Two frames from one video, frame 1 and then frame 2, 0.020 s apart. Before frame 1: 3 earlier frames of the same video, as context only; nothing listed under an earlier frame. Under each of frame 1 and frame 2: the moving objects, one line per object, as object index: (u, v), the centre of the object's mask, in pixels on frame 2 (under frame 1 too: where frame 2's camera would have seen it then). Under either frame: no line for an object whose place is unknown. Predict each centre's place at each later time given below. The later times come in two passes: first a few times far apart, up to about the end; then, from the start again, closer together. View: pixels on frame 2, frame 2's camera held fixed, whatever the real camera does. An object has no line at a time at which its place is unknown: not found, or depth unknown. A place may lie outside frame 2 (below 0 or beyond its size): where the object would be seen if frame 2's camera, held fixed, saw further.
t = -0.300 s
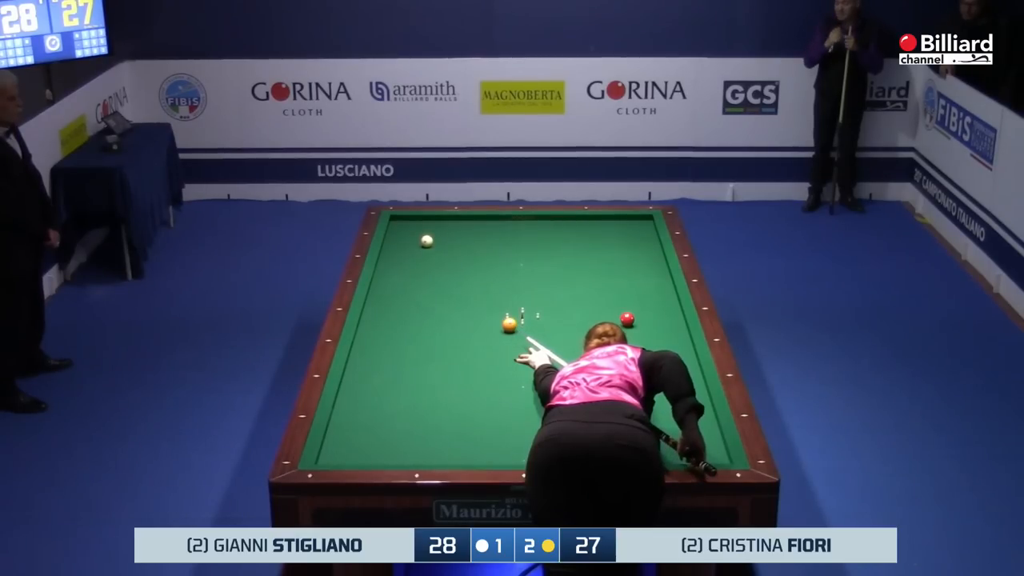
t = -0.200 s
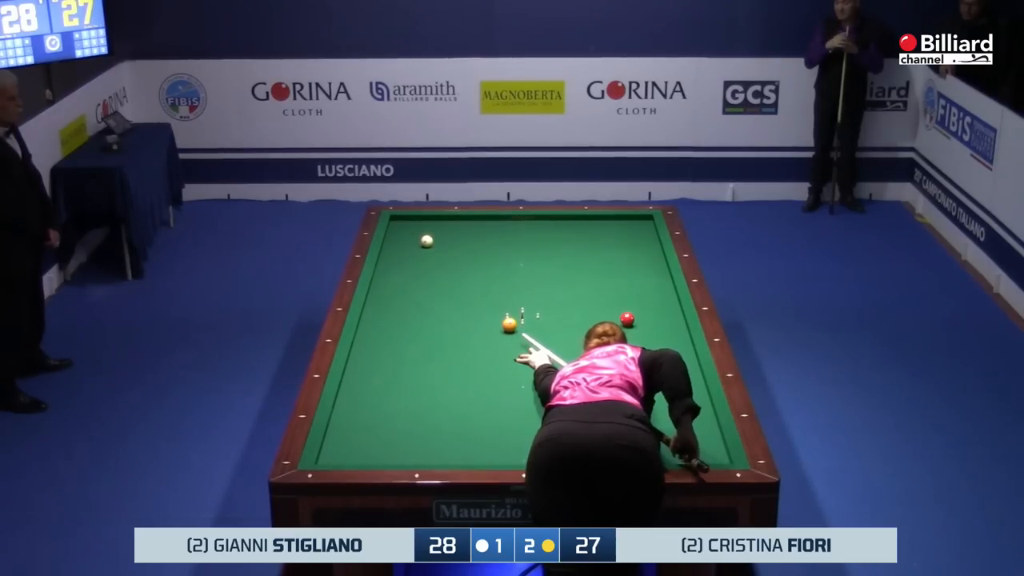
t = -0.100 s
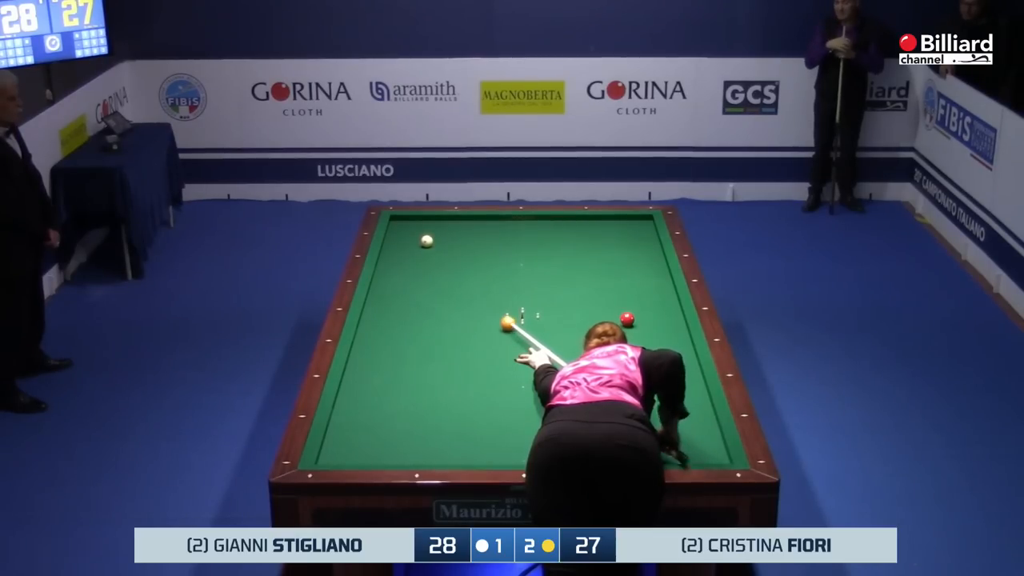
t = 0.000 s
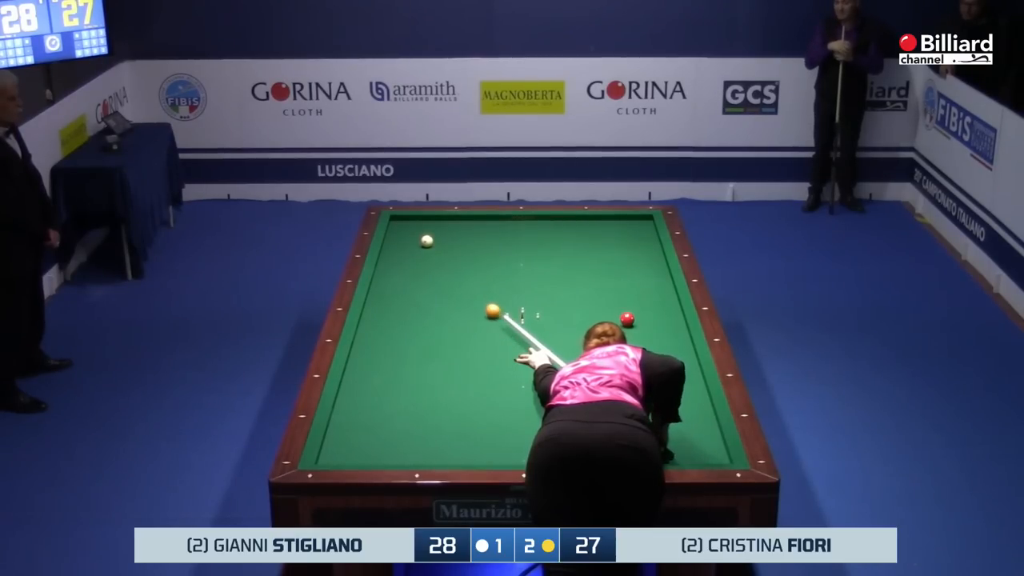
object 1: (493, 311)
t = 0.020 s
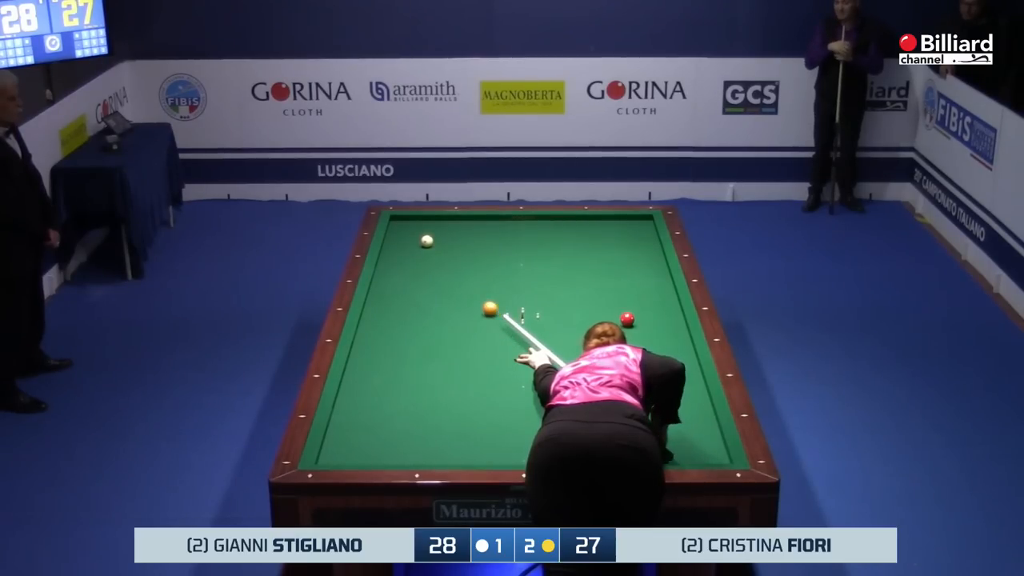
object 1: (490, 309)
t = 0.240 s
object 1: (461, 285)
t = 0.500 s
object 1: (430, 259)
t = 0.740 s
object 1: (405, 238)
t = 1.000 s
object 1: (404, 218)
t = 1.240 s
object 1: (416, 227)
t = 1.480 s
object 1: (429, 233)
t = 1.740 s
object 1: (446, 241)
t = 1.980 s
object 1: (463, 244)
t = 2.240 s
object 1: (481, 248)
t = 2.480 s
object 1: (497, 251)
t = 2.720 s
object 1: (513, 255)
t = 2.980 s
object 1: (530, 258)
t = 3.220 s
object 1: (545, 262)
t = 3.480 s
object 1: (562, 265)
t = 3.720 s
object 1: (577, 268)
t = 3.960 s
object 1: (591, 272)
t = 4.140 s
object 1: (600, 273)
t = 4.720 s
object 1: (640, 284)
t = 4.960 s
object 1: (650, 284)
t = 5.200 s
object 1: (663, 287)
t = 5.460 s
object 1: (666, 289)
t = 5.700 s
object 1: (660, 290)
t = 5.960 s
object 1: (653, 292)
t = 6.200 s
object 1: (648, 294)
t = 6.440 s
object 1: (643, 295)
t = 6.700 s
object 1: (638, 297)
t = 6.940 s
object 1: (635, 298)
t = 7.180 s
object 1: (631, 299)
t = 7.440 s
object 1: (628, 300)
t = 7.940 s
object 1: (624, 301)
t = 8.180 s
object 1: (622, 301)
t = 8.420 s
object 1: (621, 302)
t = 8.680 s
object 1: (620, 302)
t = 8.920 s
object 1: (620, 303)
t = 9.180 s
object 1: (620, 303)
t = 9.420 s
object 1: (620, 303)
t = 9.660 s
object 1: (620, 303)
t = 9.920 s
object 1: (620, 303)
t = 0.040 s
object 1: (487, 307)
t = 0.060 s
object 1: (484, 304)
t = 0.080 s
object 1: (482, 302)
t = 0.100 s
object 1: (479, 300)
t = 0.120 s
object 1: (476, 297)
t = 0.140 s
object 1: (473, 295)
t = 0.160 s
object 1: (471, 293)
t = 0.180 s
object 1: (468, 291)
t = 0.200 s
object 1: (466, 289)
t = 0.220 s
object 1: (463, 287)
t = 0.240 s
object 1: (461, 285)
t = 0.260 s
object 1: (458, 283)
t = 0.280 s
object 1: (456, 281)
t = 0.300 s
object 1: (453, 279)
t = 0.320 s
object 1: (451, 277)
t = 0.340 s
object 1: (448, 275)
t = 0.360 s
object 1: (446, 272)
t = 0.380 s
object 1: (443, 270)
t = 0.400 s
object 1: (441, 268)
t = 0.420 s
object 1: (439, 266)
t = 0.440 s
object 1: (436, 264)
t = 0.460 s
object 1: (434, 263)
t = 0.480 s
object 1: (432, 261)
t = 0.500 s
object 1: (430, 259)
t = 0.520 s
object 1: (428, 257)
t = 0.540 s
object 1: (425, 255)
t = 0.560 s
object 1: (423, 253)
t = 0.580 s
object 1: (421, 252)
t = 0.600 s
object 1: (419, 250)
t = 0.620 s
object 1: (417, 248)
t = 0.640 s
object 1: (415, 246)
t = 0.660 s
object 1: (413, 245)
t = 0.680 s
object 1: (411, 243)
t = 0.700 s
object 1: (409, 241)
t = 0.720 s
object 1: (407, 239)
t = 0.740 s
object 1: (405, 238)
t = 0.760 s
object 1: (403, 236)
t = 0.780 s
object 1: (401, 234)
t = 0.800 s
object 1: (399, 233)
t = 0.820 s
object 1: (397, 231)
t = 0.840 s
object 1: (395, 229)
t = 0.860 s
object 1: (393, 228)
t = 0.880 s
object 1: (392, 226)
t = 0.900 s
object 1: (394, 225)
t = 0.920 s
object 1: (396, 224)
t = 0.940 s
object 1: (399, 222)
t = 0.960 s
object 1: (401, 221)
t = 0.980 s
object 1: (402, 220)
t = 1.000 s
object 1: (404, 218)
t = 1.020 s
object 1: (406, 217)
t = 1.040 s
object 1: (407, 218)
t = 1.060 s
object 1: (408, 219)
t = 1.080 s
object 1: (409, 220)
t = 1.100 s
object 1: (410, 221)
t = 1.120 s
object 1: (410, 222)
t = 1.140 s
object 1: (411, 223)
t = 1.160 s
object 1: (412, 224)
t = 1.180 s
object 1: (414, 225)
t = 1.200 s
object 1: (415, 225)
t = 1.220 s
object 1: (415, 226)
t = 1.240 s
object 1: (416, 227)
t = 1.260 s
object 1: (417, 228)
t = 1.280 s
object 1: (418, 228)
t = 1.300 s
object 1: (419, 229)
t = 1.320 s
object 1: (420, 230)
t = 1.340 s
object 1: (421, 230)
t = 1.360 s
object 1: (422, 231)
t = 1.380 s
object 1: (423, 231)
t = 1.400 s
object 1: (424, 232)
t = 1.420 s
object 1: (425, 232)
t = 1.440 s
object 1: (427, 232)
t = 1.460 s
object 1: (428, 233)
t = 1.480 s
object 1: (429, 233)
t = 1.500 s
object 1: (431, 235)
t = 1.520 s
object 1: (433, 236)
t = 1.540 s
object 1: (434, 237)
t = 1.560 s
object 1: (435, 237)
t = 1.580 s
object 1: (436, 238)
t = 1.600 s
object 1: (437, 238)
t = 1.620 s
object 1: (438, 239)
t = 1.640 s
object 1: (440, 239)
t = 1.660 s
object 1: (441, 239)
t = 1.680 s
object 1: (442, 240)
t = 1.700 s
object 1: (443, 240)
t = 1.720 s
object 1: (445, 240)
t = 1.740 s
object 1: (446, 241)
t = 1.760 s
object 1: (448, 241)
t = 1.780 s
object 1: (449, 241)
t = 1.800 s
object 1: (451, 241)
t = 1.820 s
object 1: (452, 242)
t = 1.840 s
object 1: (454, 242)
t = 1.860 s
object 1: (455, 242)
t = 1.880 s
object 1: (456, 243)
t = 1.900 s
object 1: (458, 243)
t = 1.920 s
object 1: (459, 243)
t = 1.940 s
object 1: (460, 244)
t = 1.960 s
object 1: (462, 244)
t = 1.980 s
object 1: (463, 244)
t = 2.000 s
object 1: (464, 244)
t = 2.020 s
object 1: (466, 245)
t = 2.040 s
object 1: (467, 245)
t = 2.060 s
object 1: (469, 245)
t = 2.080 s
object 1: (470, 245)
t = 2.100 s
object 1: (471, 246)
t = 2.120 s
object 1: (473, 246)
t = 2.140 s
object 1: (474, 246)
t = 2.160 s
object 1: (475, 247)
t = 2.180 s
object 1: (477, 247)
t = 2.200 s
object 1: (478, 247)
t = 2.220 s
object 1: (479, 248)
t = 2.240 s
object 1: (481, 248)
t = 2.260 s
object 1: (482, 248)
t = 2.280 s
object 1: (483, 248)
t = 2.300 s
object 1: (485, 249)
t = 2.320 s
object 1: (486, 249)
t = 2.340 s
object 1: (487, 249)
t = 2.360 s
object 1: (489, 249)
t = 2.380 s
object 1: (490, 250)
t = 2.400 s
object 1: (491, 250)
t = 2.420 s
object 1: (493, 250)
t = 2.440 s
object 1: (494, 251)
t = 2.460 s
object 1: (495, 251)
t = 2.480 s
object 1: (497, 251)
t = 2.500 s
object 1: (498, 252)
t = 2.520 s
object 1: (499, 252)
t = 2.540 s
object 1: (501, 252)
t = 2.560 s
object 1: (502, 252)
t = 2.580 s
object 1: (503, 252)
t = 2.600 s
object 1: (505, 253)
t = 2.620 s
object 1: (506, 253)
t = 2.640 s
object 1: (507, 253)
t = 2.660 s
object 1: (509, 254)
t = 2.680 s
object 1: (510, 254)
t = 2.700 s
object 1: (511, 254)
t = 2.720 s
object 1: (513, 255)
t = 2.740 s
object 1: (514, 255)
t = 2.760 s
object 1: (515, 255)
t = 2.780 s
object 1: (517, 256)
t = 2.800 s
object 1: (518, 256)
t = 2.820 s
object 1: (519, 256)
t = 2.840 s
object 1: (521, 256)
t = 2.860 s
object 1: (522, 257)
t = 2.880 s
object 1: (523, 257)
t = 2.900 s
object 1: (525, 257)
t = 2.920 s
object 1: (526, 258)
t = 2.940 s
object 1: (527, 258)
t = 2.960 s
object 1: (529, 258)
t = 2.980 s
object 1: (530, 258)
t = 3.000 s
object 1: (531, 259)
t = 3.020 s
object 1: (532, 259)
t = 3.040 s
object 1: (534, 259)
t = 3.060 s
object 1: (535, 260)
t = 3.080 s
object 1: (536, 260)
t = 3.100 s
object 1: (538, 260)
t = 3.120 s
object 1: (539, 260)
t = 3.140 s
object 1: (540, 261)
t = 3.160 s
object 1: (542, 261)
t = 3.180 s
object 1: (543, 261)
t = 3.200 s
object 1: (544, 261)
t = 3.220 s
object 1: (545, 262)
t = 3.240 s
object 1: (547, 262)
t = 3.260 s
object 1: (548, 262)
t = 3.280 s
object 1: (549, 262)
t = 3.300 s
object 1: (550, 263)
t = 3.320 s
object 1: (552, 263)
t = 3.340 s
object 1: (553, 263)
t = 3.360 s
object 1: (554, 264)
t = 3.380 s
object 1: (555, 264)
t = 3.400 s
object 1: (557, 264)
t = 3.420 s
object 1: (558, 264)
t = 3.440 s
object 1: (559, 265)
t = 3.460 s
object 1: (560, 265)
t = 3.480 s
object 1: (562, 265)
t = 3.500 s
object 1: (563, 266)
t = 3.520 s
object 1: (564, 266)
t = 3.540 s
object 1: (566, 266)
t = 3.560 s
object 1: (567, 266)
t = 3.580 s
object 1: (568, 267)
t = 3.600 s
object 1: (569, 267)
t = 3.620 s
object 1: (570, 267)
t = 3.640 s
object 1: (572, 267)
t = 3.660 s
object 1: (573, 268)
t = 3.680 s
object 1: (574, 268)
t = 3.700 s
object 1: (575, 268)
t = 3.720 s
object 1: (577, 268)
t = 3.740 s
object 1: (578, 269)
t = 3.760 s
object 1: (579, 269)
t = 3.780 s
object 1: (580, 269)
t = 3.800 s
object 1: (581, 269)
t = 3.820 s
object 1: (583, 270)
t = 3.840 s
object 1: (584, 270)
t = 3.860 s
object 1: (585, 270)
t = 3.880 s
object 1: (586, 271)
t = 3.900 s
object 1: (588, 271)
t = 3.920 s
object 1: (589, 271)
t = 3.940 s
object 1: (590, 271)
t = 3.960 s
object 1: (591, 272)
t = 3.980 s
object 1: (592, 272)
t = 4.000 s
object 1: (593, 272)
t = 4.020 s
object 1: (595, 272)
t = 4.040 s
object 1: (596, 273)
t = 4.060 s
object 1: (597, 273)
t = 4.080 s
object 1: (598, 273)
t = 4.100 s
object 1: (599, 273)
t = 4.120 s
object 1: (600, 273)
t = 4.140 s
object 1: (600, 273)
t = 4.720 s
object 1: (640, 284)
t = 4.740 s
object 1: (641, 283)
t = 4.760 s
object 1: (641, 283)
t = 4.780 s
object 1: (641, 283)
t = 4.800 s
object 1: (642, 283)
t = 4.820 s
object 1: (643, 283)
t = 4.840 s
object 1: (643, 283)
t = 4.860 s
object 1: (644, 283)
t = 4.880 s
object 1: (645, 283)
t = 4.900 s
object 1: (646, 283)
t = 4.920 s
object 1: (647, 283)
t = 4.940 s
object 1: (648, 284)
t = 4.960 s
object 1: (650, 284)
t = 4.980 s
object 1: (651, 284)
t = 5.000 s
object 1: (652, 284)
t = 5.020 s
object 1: (653, 284)
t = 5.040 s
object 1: (654, 285)
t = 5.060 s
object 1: (655, 285)
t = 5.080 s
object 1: (656, 285)
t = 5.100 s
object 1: (657, 285)
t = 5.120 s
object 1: (659, 286)
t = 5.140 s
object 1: (660, 286)
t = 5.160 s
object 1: (660, 286)
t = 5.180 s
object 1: (662, 287)
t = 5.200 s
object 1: (663, 287)
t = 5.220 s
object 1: (664, 287)
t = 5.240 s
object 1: (665, 287)
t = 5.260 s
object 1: (666, 287)
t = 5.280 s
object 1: (667, 288)
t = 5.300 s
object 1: (668, 288)
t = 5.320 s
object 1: (669, 288)
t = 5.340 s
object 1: (669, 288)
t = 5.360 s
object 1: (668, 288)
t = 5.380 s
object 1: (668, 288)
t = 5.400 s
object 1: (667, 289)
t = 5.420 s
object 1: (667, 289)
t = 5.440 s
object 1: (666, 289)
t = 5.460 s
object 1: (666, 289)
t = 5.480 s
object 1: (665, 289)
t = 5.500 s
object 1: (665, 289)
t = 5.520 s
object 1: (664, 289)
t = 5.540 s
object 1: (664, 289)
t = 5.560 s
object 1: (663, 290)
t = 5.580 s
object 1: (663, 290)
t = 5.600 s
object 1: (662, 290)
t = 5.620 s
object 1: (661, 290)
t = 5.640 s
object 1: (661, 290)
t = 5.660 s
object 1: (661, 290)
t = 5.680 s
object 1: (660, 290)
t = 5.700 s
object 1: (660, 290)
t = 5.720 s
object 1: (659, 291)
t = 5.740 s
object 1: (659, 291)
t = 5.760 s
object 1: (658, 291)
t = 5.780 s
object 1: (658, 291)
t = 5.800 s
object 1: (657, 291)
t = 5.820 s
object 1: (657, 291)
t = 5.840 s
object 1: (656, 292)
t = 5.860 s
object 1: (656, 292)
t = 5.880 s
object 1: (655, 292)
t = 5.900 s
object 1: (655, 292)
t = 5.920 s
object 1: (654, 292)
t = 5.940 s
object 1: (654, 292)
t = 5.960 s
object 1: (653, 292)
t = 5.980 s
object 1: (653, 292)
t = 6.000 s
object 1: (652, 293)
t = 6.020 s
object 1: (652, 293)
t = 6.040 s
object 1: (652, 293)
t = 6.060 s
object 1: (651, 293)
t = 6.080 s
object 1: (651, 293)
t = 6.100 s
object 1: (650, 293)
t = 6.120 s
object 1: (650, 293)
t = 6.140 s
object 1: (649, 293)
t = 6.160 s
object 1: (649, 294)
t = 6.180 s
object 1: (648, 294)
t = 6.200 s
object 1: (648, 294)
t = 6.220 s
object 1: (647, 294)
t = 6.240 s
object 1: (647, 294)
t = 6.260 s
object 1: (647, 294)
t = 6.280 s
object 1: (646, 294)
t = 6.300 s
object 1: (646, 294)
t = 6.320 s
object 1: (646, 295)
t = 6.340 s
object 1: (645, 295)
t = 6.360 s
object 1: (645, 295)
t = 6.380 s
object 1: (644, 295)
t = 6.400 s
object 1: (644, 295)
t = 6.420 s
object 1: (644, 295)
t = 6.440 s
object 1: (643, 295)
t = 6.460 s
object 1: (643, 295)
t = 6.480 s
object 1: (642, 295)
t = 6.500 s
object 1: (642, 295)
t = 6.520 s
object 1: (642, 295)
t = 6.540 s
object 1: (641, 296)
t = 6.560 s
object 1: (641, 296)
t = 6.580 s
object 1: (640, 296)
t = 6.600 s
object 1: (640, 296)
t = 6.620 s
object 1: (640, 296)
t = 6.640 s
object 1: (639, 296)
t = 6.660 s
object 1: (639, 296)
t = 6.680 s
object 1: (639, 296)
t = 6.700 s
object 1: (638, 297)
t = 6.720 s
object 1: (638, 297)
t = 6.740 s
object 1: (638, 297)
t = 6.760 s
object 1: (637, 297)
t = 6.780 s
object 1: (637, 297)
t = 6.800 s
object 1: (637, 297)
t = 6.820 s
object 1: (636, 297)
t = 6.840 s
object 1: (636, 297)
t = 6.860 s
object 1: (636, 297)
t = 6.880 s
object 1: (636, 297)
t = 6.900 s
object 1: (635, 297)
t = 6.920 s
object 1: (635, 298)
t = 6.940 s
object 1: (635, 298)
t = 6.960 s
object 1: (634, 298)
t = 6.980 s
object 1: (634, 298)
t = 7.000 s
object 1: (634, 298)
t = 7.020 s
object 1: (633, 298)
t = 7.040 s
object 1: (633, 298)
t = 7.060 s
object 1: (633, 298)
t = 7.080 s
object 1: (633, 298)
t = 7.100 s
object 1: (632, 298)
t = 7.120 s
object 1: (632, 299)
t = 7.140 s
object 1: (632, 299)
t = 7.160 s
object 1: (632, 299)
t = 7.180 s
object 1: (631, 299)
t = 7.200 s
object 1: (631, 299)
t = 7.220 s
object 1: (631, 299)
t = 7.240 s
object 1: (631, 299)
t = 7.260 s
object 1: (630, 299)
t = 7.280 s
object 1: (630, 299)
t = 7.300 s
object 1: (630, 299)
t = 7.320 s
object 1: (630, 299)
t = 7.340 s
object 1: (629, 299)
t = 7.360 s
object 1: (629, 300)
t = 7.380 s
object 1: (629, 300)
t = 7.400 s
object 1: (629, 300)
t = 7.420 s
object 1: (628, 300)
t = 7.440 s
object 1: (628, 300)
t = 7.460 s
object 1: (628, 300)
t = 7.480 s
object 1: (628, 300)
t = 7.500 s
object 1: (629, 300)
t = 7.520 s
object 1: (631, 300)
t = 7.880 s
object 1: (620, 298)
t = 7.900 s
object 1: (621, 300)
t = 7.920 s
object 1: (623, 300)
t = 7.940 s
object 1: (624, 301)
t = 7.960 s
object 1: (623, 300)
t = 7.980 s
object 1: (623, 300)
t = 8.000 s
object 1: (623, 301)
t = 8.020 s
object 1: (623, 301)
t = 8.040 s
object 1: (623, 301)
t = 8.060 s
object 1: (623, 301)
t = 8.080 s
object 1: (623, 301)
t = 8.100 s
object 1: (623, 301)
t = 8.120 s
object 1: (622, 301)
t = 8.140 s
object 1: (622, 301)
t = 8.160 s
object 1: (622, 301)
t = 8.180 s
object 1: (622, 301)
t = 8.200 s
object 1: (622, 301)
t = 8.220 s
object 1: (622, 302)
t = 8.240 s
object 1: (622, 302)
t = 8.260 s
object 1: (621, 302)
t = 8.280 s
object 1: (622, 302)
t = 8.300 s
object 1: (621, 302)
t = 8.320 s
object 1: (621, 302)
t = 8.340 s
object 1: (621, 302)
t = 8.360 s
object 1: (621, 302)
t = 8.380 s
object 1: (621, 302)
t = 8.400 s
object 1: (621, 302)
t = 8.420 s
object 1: (621, 302)
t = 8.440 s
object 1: (621, 302)
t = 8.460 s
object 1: (621, 302)
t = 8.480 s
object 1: (620, 302)
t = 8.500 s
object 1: (620, 302)
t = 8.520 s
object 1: (621, 302)
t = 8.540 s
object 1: (620, 302)
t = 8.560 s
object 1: (620, 302)
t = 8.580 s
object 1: (620, 302)
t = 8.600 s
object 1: (620, 302)
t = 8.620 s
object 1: (620, 302)
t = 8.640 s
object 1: (620, 302)
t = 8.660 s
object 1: (620, 302)
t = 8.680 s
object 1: (620, 302)
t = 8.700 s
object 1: (620, 303)
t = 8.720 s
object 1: (620, 303)
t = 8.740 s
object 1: (620, 303)
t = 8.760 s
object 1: (620, 303)
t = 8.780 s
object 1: (620, 303)
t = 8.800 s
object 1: (620, 303)
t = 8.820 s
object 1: (620, 303)
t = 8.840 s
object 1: (620, 303)
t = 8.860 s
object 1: (620, 303)
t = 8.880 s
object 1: (620, 303)
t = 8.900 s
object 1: (620, 303)
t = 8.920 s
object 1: (620, 303)
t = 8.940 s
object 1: (620, 303)
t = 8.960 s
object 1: (620, 303)
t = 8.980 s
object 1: (620, 303)
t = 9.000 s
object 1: (620, 303)
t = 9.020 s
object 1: (620, 303)
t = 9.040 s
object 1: (620, 303)
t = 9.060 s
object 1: (620, 303)
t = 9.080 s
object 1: (620, 303)
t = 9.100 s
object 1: (620, 303)
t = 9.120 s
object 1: (620, 303)
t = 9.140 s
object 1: (620, 303)
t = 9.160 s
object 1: (620, 303)
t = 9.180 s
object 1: (620, 303)
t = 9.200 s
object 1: (620, 303)
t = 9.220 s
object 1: (620, 303)
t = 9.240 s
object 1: (620, 303)
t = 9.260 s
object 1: (620, 303)
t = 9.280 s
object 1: (620, 303)
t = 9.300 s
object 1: (620, 303)
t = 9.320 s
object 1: (620, 303)
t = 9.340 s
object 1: (620, 303)
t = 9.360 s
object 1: (620, 303)
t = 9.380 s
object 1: (620, 303)
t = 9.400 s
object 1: (620, 303)
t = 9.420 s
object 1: (620, 303)
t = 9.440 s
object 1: (620, 303)
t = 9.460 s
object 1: (620, 303)
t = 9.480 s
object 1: (620, 303)
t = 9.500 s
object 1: (620, 303)
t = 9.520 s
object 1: (620, 303)
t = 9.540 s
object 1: (620, 303)
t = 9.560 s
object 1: (620, 303)
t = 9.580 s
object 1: (620, 303)
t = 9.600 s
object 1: (620, 303)
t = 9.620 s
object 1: (620, 302)
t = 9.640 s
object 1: (620, 303)
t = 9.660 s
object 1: (620, 303)
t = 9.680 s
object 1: (620, 303)
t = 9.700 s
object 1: (620, 303)
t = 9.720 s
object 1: (620, 302)
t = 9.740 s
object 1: (620, 303)
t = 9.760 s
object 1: (620, 303)
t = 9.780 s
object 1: (620, 303)
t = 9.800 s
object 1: (620, 302)
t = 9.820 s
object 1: (620, 302)
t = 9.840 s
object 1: (620, 303)
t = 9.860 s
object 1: (620, 302)
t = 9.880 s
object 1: (620, 303)
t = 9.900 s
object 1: (620, 303)
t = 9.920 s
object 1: (620, 303)
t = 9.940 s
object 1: (620, 303)
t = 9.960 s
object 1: (620, 303)
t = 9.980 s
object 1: (620, 303)
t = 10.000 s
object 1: (620, 302)
